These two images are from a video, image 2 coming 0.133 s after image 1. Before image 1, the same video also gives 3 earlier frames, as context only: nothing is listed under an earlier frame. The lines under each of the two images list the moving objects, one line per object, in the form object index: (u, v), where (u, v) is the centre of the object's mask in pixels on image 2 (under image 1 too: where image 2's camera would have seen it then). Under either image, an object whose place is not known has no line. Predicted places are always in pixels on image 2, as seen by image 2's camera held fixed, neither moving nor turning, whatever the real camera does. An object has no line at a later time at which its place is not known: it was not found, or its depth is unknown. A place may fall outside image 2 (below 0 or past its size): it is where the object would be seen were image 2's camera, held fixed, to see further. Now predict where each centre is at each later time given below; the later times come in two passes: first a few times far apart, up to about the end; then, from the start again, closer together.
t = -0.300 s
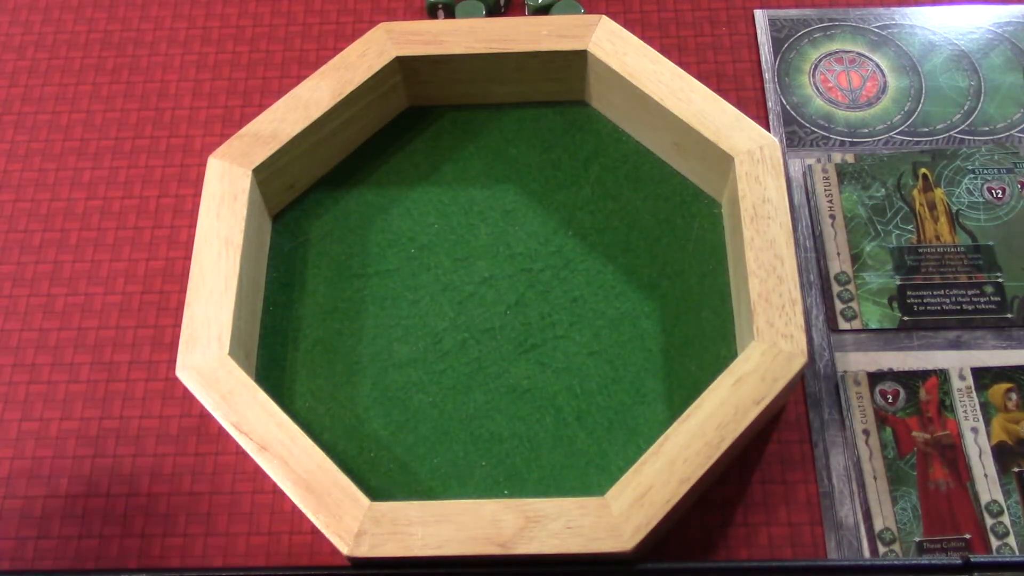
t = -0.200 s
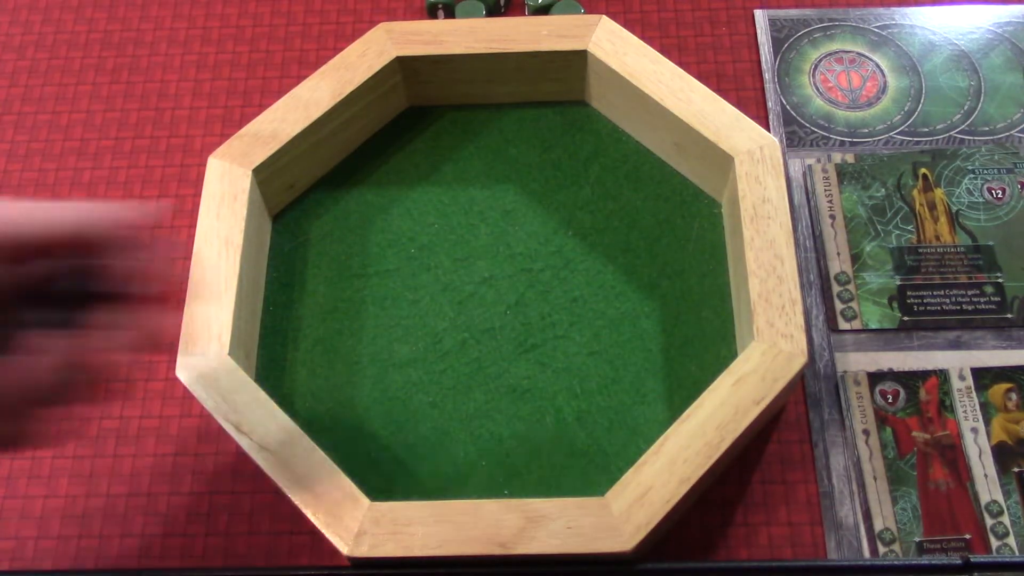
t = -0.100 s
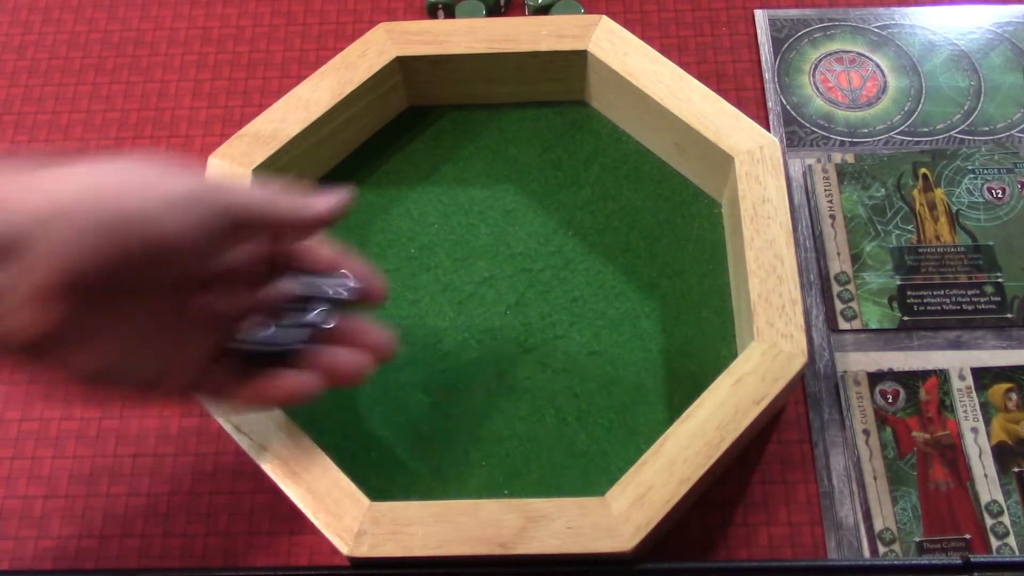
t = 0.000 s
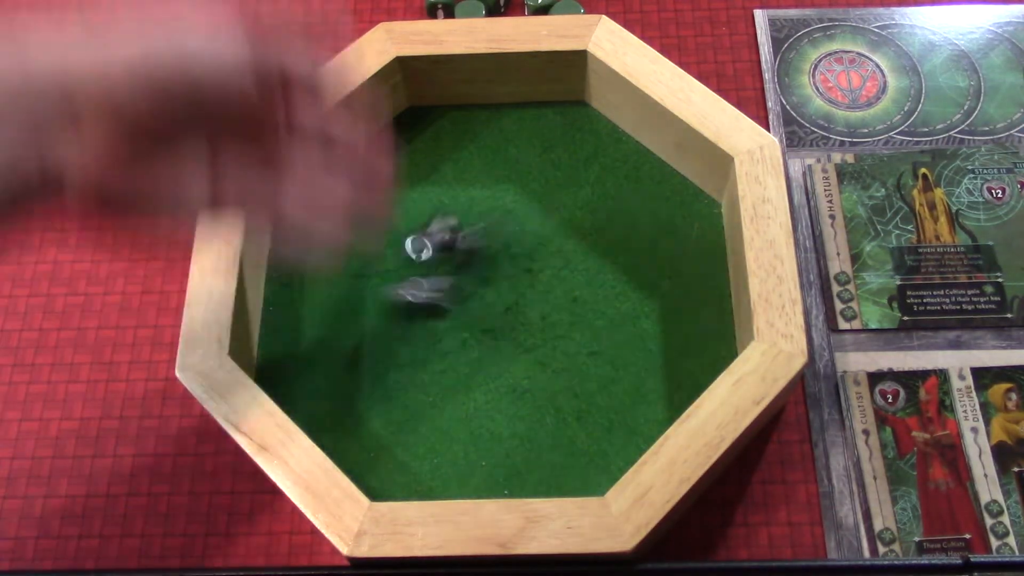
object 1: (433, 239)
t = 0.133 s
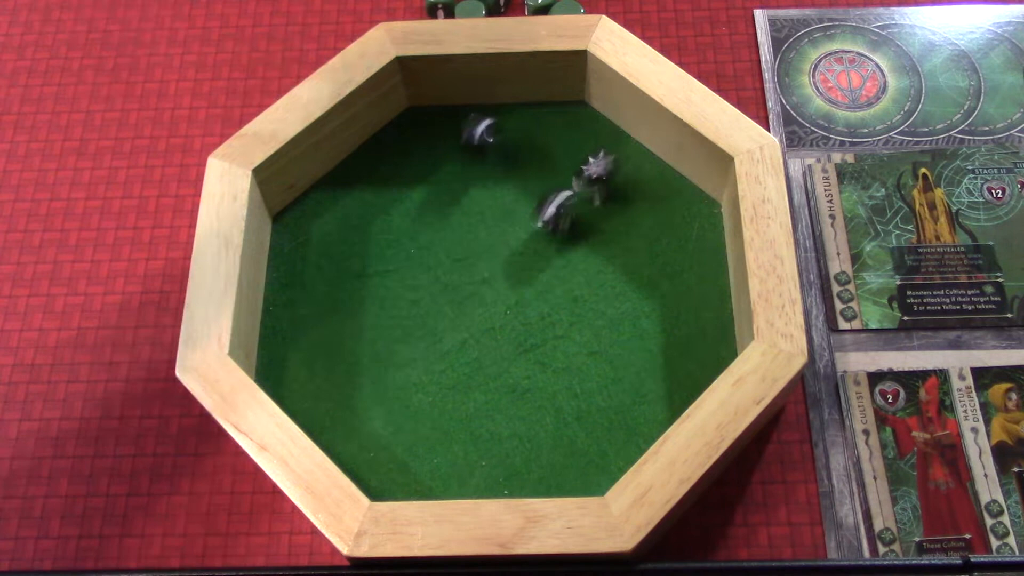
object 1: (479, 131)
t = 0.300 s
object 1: (534, 137)
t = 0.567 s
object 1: (549, 148)
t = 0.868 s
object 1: (549, 148)
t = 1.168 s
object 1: (549, 148)
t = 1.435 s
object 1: (548, 147)
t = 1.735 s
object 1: (549, 148)
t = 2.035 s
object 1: (549, 148)
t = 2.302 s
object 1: (549, 148)
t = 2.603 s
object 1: (548, 148)
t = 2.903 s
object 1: (548, 148)
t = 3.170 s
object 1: (549, 148)
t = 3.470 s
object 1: (549, 148)
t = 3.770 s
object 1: (549, 148)
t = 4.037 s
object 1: (549, 148)
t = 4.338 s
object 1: (549, 148)
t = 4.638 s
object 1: (549, 148)
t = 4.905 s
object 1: (549, 148)
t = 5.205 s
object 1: (549, 148)
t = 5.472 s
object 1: (549, 148)
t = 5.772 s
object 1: (549, 148)
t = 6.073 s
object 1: (549, 148)
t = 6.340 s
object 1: (549, 148)
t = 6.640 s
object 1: (549, 148)
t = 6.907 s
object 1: (548, 148)
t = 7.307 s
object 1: (548, 148)
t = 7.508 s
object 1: (549, 148)
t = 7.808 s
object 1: (549, 148)
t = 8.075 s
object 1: (549, 148)
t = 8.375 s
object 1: (549, 148)
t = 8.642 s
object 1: (549, 148)
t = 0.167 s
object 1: (486, 123)
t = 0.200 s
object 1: (498, 108)
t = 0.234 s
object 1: (506, 117)
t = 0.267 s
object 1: (520, 128)
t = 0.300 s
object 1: (534, 137)
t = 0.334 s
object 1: (541, 144)
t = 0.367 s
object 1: (546, 149)
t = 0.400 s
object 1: (548, 148)
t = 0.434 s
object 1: (549, 148)
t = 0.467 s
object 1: (548, 147)
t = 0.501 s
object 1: (549, 148)
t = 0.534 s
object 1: (549, 148)
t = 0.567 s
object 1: (549, 148)
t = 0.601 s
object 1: (549, 148)
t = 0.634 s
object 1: (549, 148)
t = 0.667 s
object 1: (549, 148)
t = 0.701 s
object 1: (549, 148)
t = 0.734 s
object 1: (549, 148)
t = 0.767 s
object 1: (549, 148)
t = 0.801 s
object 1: (549, 148)
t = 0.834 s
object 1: (549, 148)
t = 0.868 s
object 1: (549, 148)
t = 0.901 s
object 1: (549, 148)
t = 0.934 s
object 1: (549, 148)
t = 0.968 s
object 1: (549, 148)
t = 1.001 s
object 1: (549, 148)
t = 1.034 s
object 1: (549, 148)
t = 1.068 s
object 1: (549, 148)
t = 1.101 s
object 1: (549, 148)
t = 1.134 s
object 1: (549, 148)
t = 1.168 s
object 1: (549, 148)
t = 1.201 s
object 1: (549, 148)
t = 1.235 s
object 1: (549, 148)
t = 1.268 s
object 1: (549, 148)
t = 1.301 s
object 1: (549, 148)
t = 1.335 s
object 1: (549, 148)
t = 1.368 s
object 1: (549, 148)
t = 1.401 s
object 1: (549, 148)
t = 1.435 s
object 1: (548, 147)
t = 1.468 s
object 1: (549, 148)
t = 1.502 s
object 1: (549, 148)
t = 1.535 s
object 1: (549, 148)
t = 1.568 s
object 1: (549, 148)
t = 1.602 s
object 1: (549, 148)
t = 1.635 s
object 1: (549, 148)
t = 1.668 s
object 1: (549, 147)
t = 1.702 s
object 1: (549, 147)
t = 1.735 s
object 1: (549, 148)
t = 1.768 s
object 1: (549, 147)
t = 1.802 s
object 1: (549, 147)
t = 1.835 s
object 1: (549, 147)
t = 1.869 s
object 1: (549, 148)
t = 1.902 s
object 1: (549, 148)
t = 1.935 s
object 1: (549, 148)
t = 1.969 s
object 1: (549, 148)
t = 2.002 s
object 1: (549, 148)
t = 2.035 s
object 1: (549, 148)
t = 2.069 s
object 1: (549, 148)
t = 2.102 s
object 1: (549, 148)
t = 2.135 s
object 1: (549, 148)
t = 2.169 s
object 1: (549, 148)
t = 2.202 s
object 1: (549, 148)
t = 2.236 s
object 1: (549, 148)
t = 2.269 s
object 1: (549, 148)
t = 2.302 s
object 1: (549, 148)
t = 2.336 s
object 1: (549, 147)
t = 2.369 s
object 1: (548, 148)
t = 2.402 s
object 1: (549, 148)
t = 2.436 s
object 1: (549, 148)
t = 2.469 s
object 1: (549, 148)
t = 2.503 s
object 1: (549, 148)
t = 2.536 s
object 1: (549, 148)
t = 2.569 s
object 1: (549, 148)
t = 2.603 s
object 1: (548, 148)
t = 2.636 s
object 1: (549, 148)
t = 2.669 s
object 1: (548, 148)
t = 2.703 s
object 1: (549, 148)
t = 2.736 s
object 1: (548, 148)
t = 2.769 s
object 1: (548, 148)
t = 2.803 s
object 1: (548, 148)
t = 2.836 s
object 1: (549, 148)
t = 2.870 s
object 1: (549, 148)
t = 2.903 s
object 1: (548, 148)
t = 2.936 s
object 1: (549, 148)
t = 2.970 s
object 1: (549, 148)
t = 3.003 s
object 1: (549, 148)
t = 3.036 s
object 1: (549, 148)
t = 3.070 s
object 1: (549, 148)
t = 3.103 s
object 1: (549, 148)
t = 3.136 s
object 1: (549, 148)
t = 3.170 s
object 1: (549, 148)
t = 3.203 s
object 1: (549, 148)
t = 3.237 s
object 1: (549, 148)
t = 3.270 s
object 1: (549, 148)
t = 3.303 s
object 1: (549, 148)
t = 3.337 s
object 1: (549, 148)
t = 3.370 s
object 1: (549, 148)
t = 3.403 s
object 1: (549, 148)
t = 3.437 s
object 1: (548, 148)
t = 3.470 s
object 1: (549, 148)
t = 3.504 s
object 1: (549, 148)
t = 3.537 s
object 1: (549, 148)
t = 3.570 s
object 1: (549, 148)
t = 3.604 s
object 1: (549, 148)
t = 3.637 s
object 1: (549, 148)
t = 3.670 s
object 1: (549, 148)
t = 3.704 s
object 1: (549, 148)
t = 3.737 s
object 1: (549, 148)
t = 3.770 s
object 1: (549, 148)
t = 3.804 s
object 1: (549, 148)
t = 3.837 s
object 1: (549, 148)
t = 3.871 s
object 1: (549, 148)
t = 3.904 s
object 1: (549, 148)
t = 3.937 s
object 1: (549, 148)
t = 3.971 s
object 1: (549, 148)
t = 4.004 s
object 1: (549, 148)
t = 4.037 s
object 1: (549, 148)
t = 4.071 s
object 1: (549, 148)
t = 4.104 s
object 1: (549, 148)
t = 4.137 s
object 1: (549, 148)
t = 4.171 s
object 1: (549, 148)
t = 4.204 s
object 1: (549, 148)
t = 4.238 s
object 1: (549, 148)
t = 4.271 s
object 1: (549, 148)
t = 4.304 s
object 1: (549, 148)
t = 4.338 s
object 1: (549, 148)
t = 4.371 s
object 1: (549, 148)
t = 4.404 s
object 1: (549, 148)
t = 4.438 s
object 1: (549, 148)
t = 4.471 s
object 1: (549, 148)
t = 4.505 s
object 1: (549, 148)
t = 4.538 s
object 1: (549, 148)
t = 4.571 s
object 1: (549, 148)
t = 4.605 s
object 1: (549, 148)
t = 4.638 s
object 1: (549, 148)
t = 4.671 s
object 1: (549, 148)
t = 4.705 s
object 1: (549, 148)
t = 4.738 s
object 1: (549, 148)
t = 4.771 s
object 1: (549, 148)
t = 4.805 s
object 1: (549, 148)
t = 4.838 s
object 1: (549, 148)
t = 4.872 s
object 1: (549, 148)
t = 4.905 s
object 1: (549, 148)
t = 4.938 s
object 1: (549, 148)
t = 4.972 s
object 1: (549, 148)
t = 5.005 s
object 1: (549, 148)
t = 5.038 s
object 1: (549, 148)
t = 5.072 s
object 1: (549, 148)
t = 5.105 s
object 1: (549, 148)
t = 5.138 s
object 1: (549, 148)
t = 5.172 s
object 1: (549, 148)
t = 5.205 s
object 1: (549, 148)
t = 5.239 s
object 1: (549, 148)
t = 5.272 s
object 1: (549, 148)
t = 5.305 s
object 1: (549, 148)
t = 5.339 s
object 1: (549, 148)
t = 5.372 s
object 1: (549, 148)
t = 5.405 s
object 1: (549, 148)
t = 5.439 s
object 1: (549, 148)
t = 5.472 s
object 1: (549, 148)
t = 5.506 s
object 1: (549, 148)
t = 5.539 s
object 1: (549, 148)
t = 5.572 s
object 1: (549, 148)
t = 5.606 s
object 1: (549, 148)
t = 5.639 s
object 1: (549, 148)
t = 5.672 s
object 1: (549, 148)
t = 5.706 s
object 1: (549, 148)
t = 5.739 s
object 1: (549, 148)
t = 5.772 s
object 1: (549, 148)
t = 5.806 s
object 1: (549, 148)
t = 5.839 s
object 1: (549, 148)
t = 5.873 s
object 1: (549, 148)
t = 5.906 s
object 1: (549, 148)
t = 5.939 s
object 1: (549, 148)
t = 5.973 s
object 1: (549, 148)
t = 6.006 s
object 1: (549, 148)
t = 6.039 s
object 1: (549, 148)
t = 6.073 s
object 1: (549, 148)
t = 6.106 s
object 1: (549, 148)
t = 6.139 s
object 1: (549, 148)
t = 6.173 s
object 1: (549, 148)
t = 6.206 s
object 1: (549, 148)
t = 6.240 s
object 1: (549, 148)
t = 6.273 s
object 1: (549, 148)
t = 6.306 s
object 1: (549, 148)
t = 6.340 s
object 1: (549, 148)
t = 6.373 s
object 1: (549, 148)
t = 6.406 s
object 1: (549, 148)
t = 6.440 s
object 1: (549, 148)
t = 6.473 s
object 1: (549, 148)
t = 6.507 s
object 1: (549, 148)
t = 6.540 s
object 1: (549, 148)
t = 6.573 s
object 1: (549, 148)
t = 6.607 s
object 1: (549, 148)
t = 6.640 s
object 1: (549, 148)
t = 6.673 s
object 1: (549, 148)
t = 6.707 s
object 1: (549, 148)
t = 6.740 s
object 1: (549, 148)
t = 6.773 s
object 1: (549, 148)
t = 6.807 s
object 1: (549, 148)
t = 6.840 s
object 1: (548, 148)
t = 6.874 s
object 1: (548, 148)
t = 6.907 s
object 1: (548, 148)
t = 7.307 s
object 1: (548, 148)
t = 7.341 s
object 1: (548, 148)
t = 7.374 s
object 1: (548, 148)
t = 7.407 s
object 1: (548, 148)
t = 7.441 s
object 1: (548, 148)
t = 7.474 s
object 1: (549, 148)
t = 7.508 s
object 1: (549, 148)
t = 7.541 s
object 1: (549, 148)
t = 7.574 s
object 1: (549, 148)
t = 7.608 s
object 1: (549, 148)
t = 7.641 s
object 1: (549, 148)
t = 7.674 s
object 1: (549, 148)
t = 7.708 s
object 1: (549, 148)
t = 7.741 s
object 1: (549, 148)
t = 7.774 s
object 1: (549, 148)
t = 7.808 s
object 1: (549, 148)
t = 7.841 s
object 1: (549, 148)
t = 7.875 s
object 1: (549, 148)
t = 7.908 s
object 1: (549, 148)
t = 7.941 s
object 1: (549, 148)
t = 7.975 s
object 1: (549, 148)
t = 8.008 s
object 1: (549, 148)
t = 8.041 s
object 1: (549, 148)
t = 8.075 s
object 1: (549, 148)
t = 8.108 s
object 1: (549, 148)
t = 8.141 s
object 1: (549, 148)
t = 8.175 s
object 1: (549, 148)
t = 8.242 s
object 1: (549, 148)
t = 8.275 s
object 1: (549, 148)
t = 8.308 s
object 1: (549, 148)
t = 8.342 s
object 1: (549, 148)
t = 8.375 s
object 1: (549, 148)
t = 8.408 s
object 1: (549, 148)
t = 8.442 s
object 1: (549, 148)
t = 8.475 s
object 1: (549, 148)
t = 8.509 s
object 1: (549, 148)
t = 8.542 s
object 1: (549, 148)
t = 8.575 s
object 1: (549, 148)
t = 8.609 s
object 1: (549, 148)
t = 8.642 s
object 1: (549, 148)
